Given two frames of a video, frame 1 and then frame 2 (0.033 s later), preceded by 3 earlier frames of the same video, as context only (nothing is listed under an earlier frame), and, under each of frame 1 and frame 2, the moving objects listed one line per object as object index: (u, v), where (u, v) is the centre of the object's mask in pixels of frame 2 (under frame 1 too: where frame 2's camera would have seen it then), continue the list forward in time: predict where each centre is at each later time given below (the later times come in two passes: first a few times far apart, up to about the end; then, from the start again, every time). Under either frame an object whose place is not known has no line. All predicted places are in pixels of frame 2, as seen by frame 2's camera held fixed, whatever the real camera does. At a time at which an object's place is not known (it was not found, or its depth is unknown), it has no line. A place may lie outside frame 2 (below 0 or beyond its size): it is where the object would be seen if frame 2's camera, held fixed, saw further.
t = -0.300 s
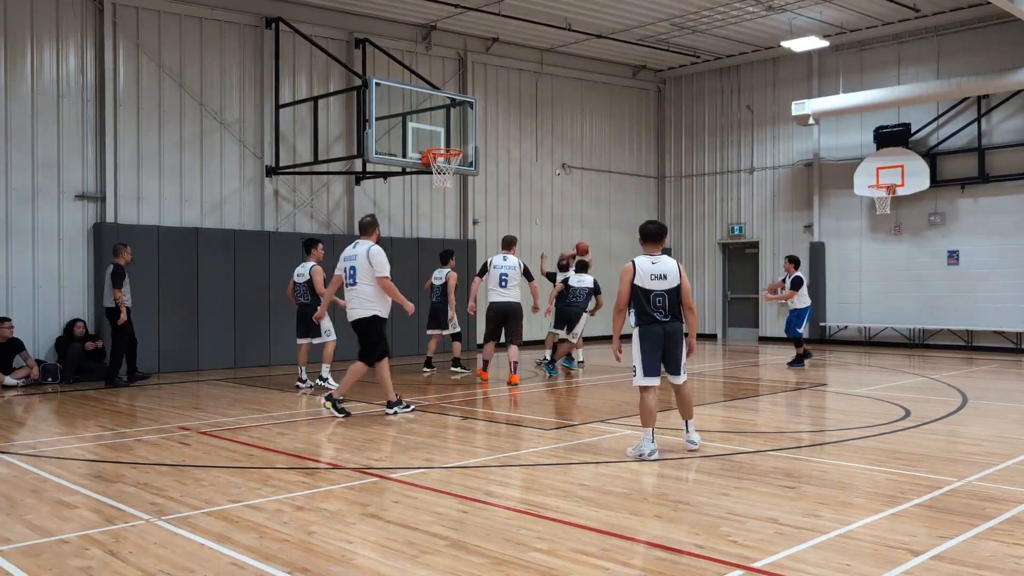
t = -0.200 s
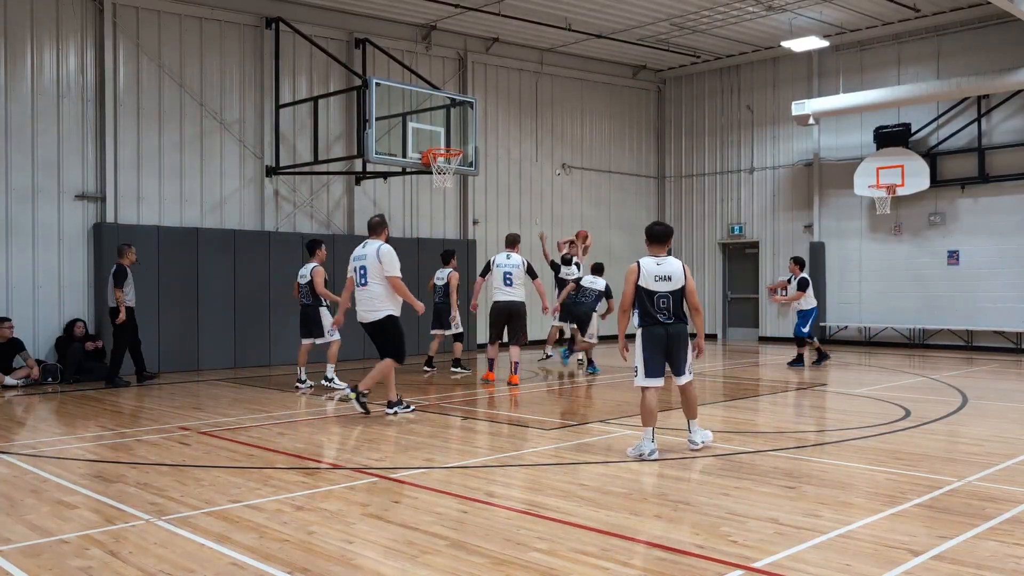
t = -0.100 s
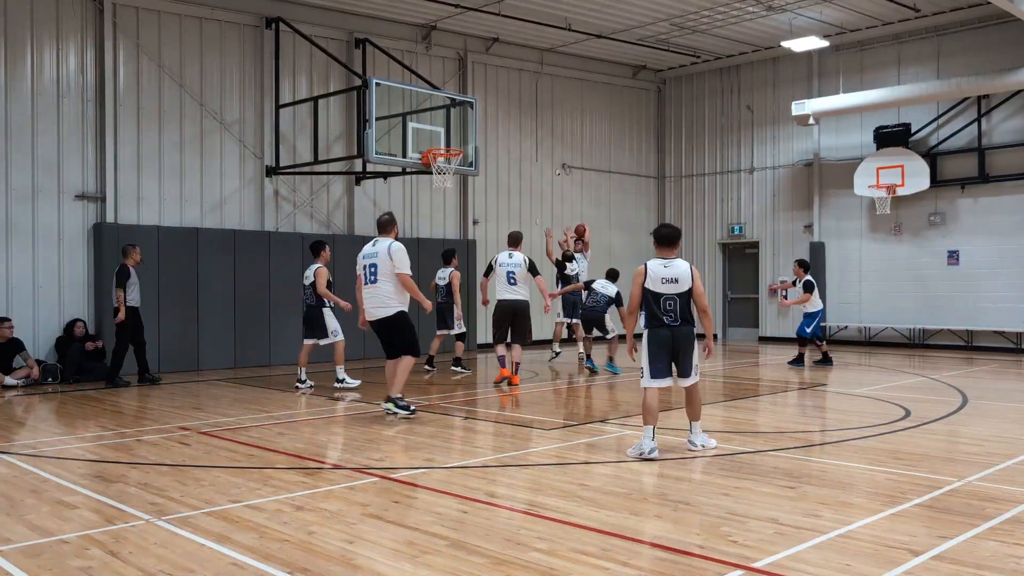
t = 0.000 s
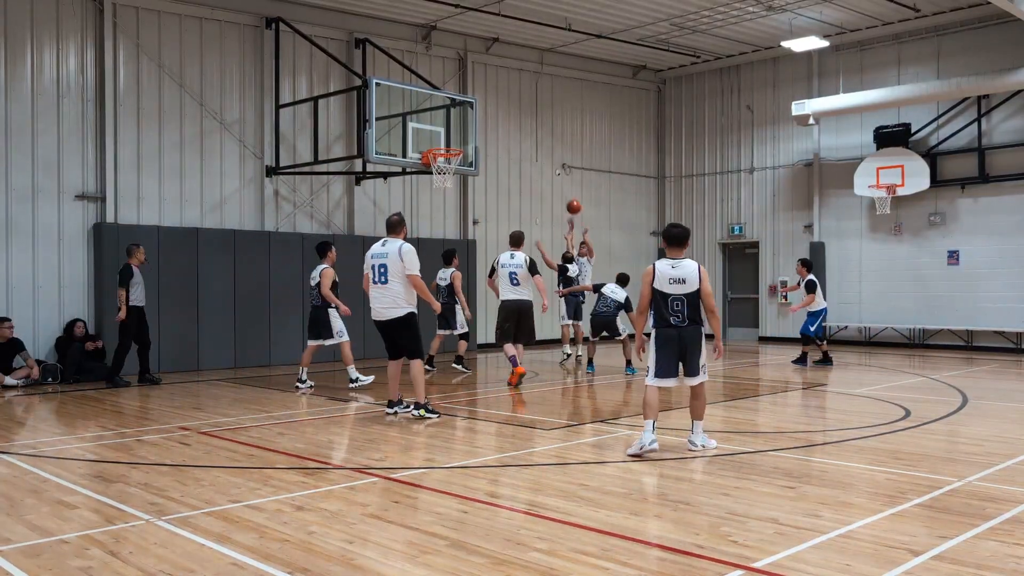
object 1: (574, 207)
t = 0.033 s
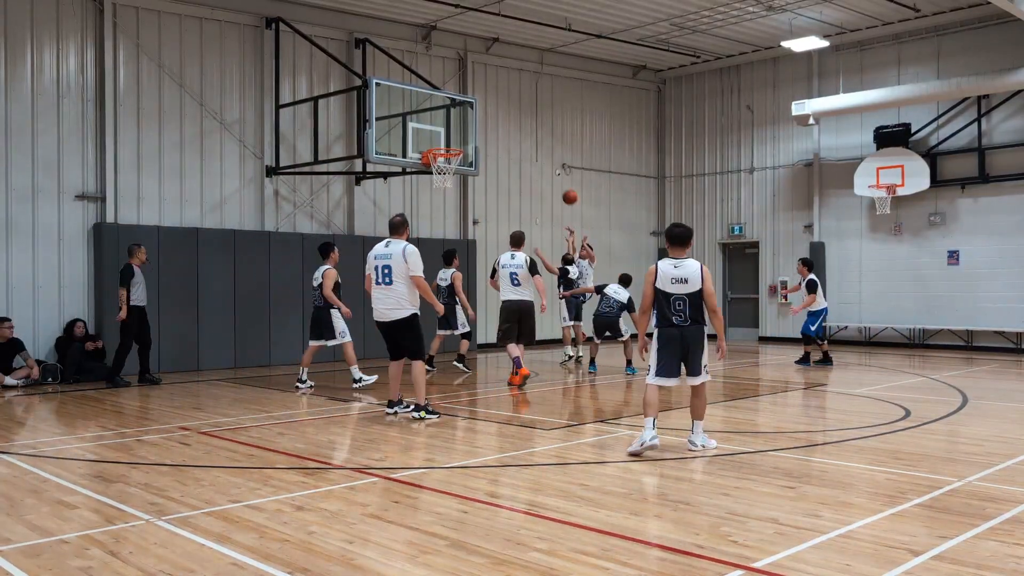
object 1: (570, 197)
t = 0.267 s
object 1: (540, 144)
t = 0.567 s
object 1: (499, 123)
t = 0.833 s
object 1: (471, 140)
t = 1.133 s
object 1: (502, 138)
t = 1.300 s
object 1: (520, 165)
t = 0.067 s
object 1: (566, 188)
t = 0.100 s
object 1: (562, 179)
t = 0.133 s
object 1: (557, 170)
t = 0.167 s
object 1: (553, 163)
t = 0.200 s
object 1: (549, 156)
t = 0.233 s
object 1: (545, 150)
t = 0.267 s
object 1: (540, 144)
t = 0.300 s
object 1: (536, 139)
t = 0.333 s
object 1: (531, 135)
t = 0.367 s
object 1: (527, 131)
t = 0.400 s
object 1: (522, 128)
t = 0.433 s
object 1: (518, 125)
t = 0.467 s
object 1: (513, 124)
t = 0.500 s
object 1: (508, 123)
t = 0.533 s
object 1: (503, 123)
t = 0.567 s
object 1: (499, 123)
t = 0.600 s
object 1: (494, 124)
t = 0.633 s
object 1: (489, 127)
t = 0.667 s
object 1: (484, 130)
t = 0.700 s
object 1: (479, 133)
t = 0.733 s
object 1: (473, 138)
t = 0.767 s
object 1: (469, 144)
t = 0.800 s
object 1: (469, 144)
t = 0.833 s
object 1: (471, 140)
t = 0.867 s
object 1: (475, 136)
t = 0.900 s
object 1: (478, 133)
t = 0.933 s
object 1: (482, 132)
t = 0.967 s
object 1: (485, 131)
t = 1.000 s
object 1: (488, 130)
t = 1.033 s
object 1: (492, 131)
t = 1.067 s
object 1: (495, 133)
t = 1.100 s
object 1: (499, 135)
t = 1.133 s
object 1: (502, 138)
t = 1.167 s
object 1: (506, 141)
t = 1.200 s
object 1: (510, 146)
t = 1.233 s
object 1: (513, 152)
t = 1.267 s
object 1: (516, 158)
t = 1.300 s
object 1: (520, 165)
